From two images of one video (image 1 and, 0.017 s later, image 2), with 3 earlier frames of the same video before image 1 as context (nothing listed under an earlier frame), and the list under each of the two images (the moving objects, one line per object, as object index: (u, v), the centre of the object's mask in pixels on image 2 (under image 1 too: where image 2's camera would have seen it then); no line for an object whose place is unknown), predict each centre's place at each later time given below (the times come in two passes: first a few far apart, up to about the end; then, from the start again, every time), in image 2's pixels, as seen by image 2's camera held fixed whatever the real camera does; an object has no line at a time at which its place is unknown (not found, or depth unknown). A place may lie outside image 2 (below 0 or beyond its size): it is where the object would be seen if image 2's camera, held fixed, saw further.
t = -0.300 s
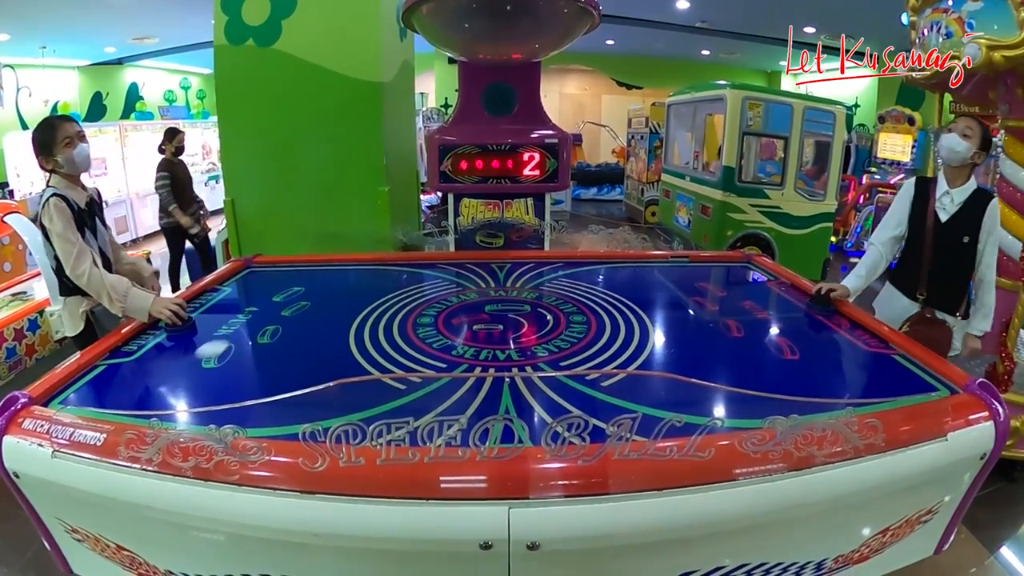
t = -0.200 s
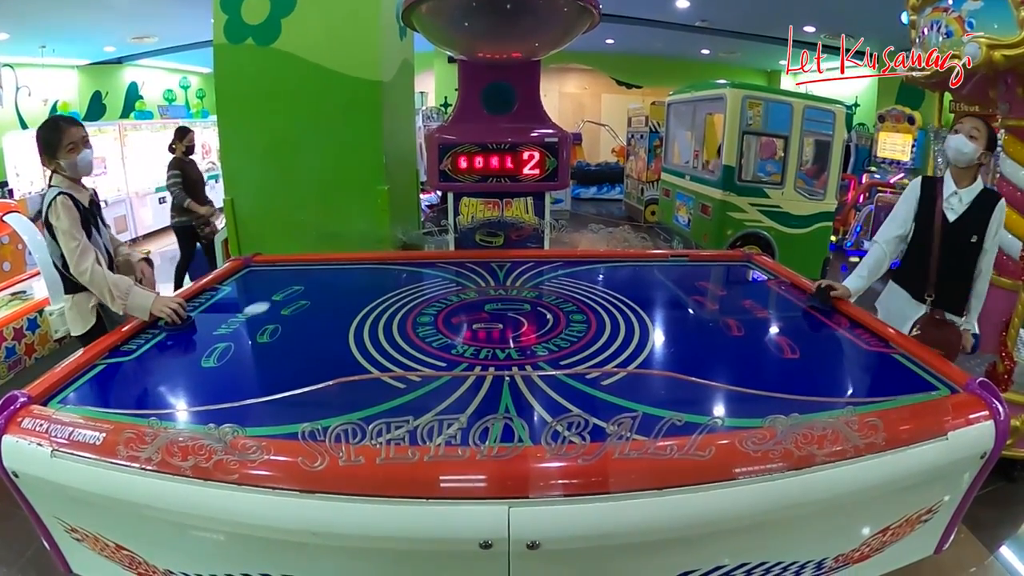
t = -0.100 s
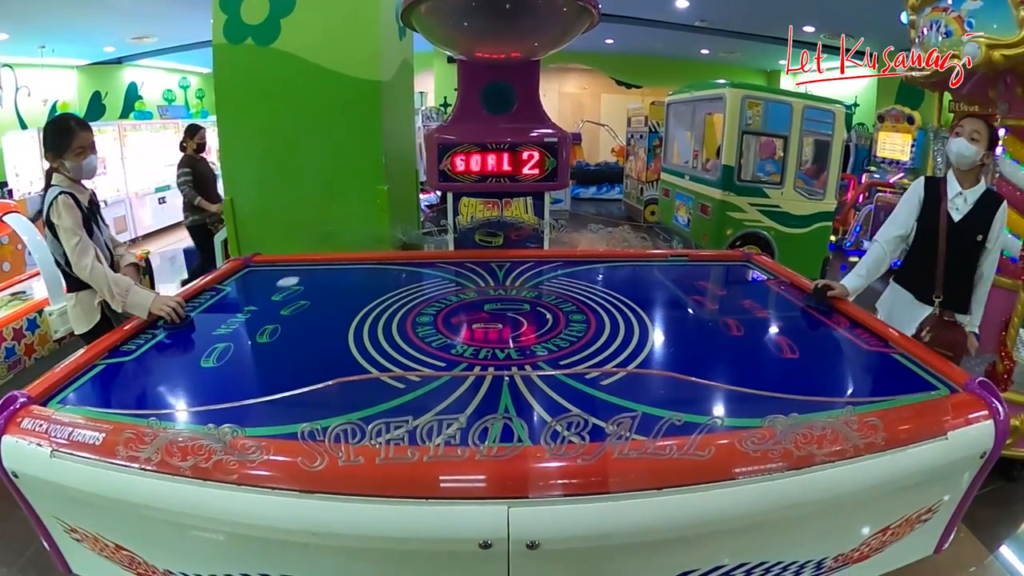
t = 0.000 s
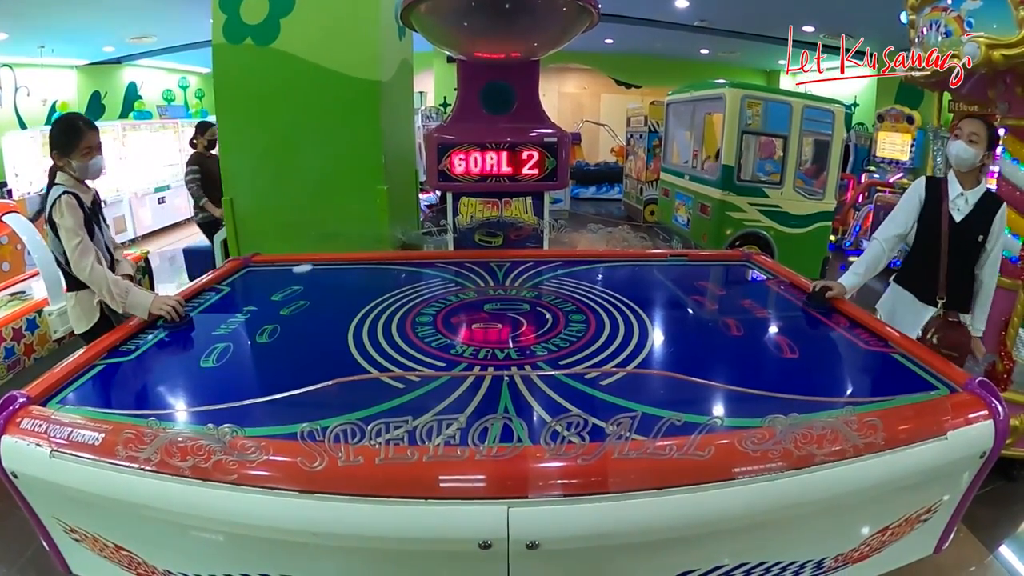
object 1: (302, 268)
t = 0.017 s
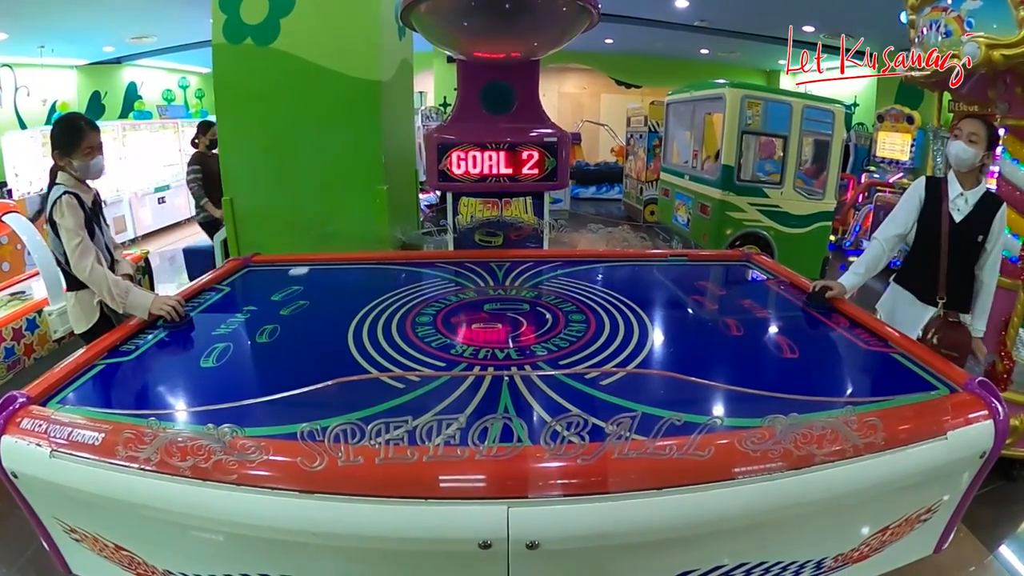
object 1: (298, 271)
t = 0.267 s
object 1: (235, 317)
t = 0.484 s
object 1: (167, 370)
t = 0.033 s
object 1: (295, 274)
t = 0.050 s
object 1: (291, 276)
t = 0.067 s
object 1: (287, 279)
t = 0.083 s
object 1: (283, 282)
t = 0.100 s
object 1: (279, 285)
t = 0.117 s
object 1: (275, 288)
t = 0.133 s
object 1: (271, 291)
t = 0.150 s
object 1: (267, 294)
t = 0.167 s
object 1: (262, 297)
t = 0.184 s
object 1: (258, 300)
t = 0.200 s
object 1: (254, 303)
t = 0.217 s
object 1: (249, 307)
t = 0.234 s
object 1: (245, 310)
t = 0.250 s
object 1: (241, 313)
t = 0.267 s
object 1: (235, 317)
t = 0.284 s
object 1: (230, 320)
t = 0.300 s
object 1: (225, 325)
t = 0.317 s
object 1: (221, 328)
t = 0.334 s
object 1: (215, 332)
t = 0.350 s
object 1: (210, 336)
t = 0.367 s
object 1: (205, 340)
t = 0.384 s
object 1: (200, 344)
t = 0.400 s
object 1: (194, 348)
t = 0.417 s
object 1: (189, 352)
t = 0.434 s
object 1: (183, 356)
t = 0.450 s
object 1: (178, 361)
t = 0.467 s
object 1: (173, 365)
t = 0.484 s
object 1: (167, 370)
